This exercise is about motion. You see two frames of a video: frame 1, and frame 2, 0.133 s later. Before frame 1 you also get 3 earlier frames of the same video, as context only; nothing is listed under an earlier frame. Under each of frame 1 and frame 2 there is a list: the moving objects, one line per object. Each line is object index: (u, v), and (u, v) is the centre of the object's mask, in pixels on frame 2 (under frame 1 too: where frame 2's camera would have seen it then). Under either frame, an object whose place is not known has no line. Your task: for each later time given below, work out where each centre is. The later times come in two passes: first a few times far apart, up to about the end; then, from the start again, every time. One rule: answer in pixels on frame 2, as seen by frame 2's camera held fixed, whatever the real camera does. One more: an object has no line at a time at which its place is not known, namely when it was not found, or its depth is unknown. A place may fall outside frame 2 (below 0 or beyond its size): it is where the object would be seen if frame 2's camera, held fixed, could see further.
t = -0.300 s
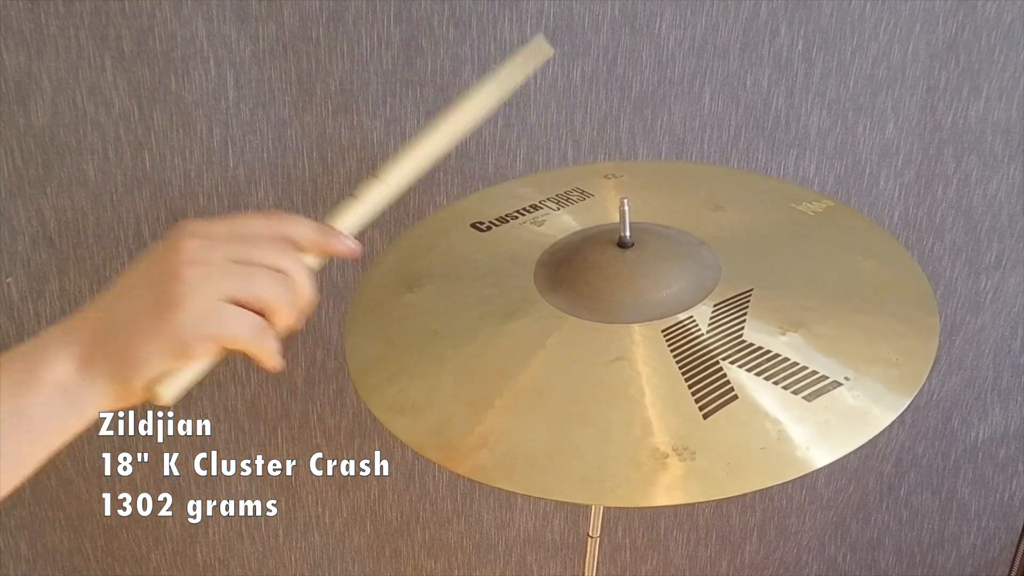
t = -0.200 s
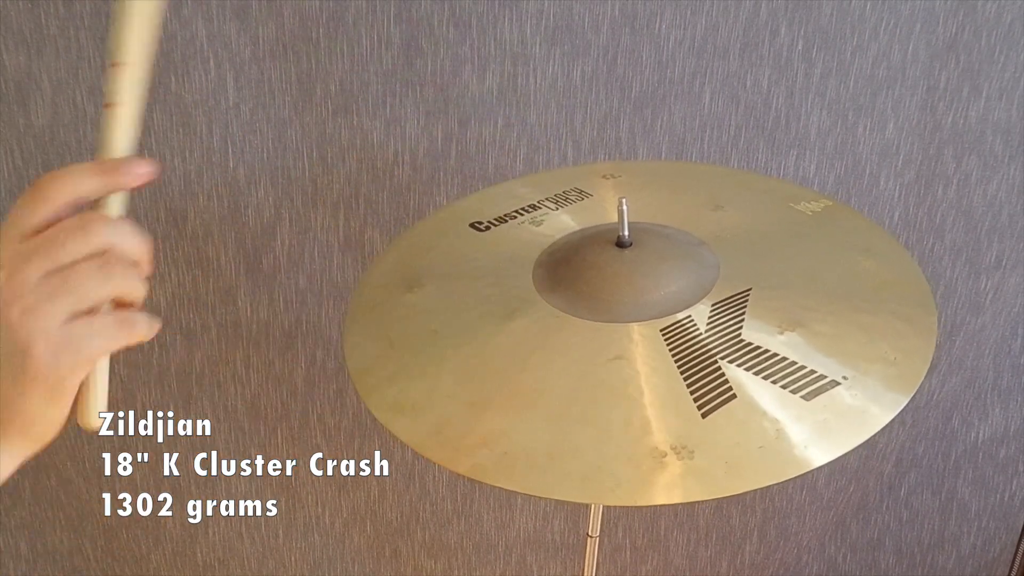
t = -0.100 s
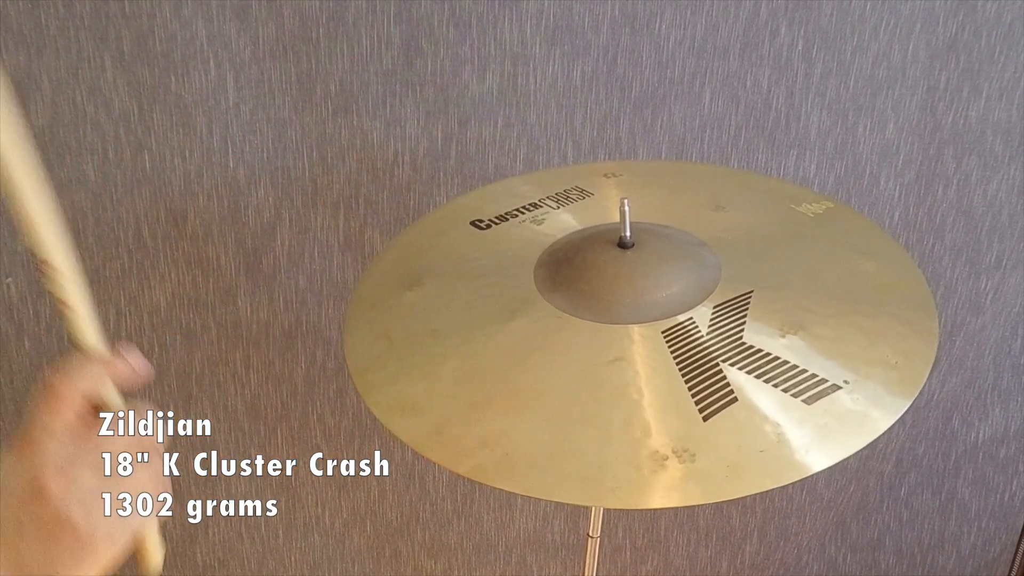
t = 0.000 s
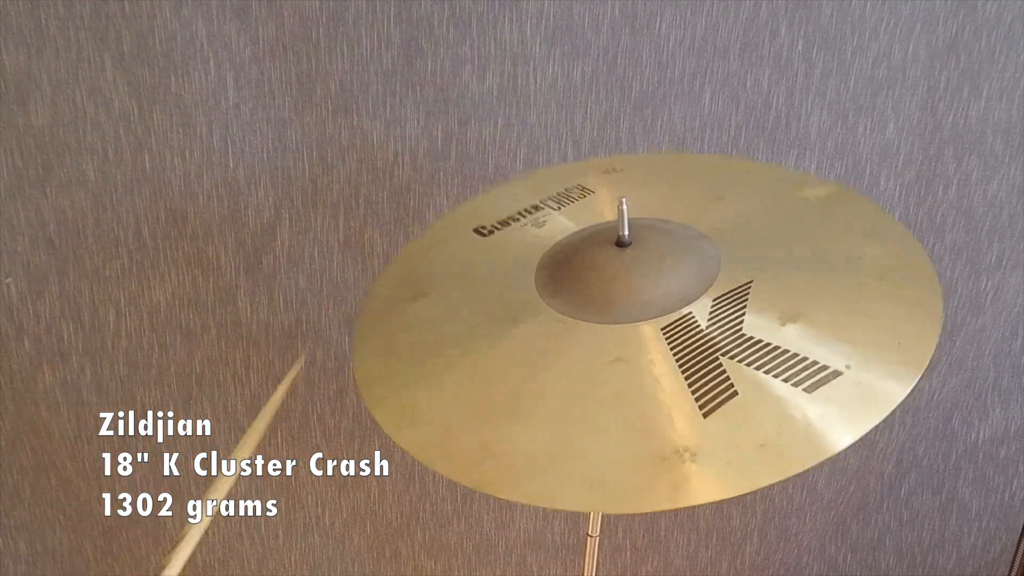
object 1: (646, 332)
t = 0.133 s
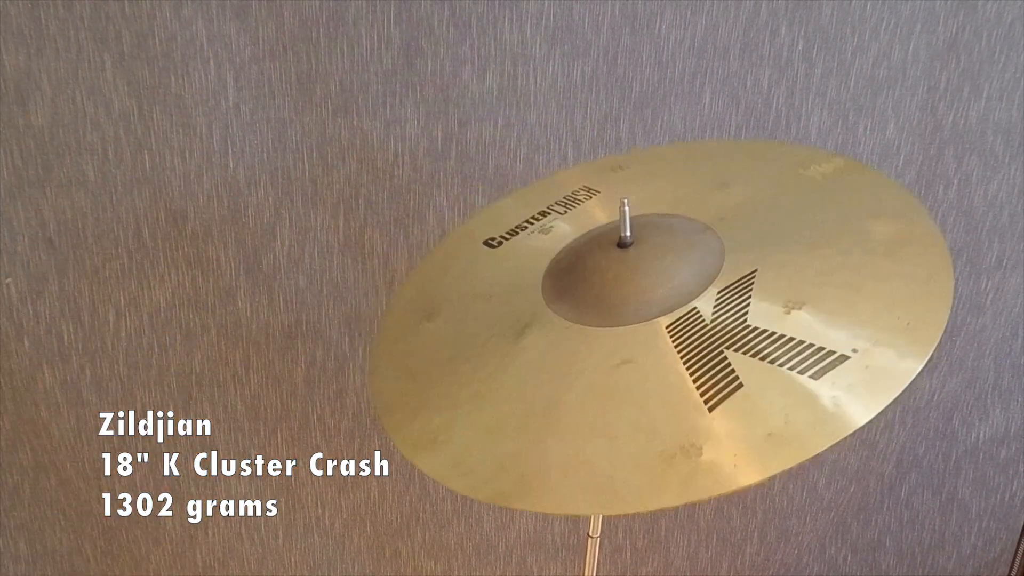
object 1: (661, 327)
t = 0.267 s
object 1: (647, 333)
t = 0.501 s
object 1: (620, 332)
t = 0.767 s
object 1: (643, 335)
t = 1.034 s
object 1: (640, 337)
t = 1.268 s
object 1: (631, 336)
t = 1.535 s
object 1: (641, 335)
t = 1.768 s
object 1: (637, 337)
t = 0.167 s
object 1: (659, 328)
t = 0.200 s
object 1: (657, 330)
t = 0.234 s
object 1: (652, 331)
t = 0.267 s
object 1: (647, 333)
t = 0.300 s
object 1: (641, 333)
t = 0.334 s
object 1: (636, 334)
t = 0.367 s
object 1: (632, 335)
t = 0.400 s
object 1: (628, 335)
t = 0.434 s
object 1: (624, 334)
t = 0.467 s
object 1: (621, 333)
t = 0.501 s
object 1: (620, 332)
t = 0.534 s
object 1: (620, 333)
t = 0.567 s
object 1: (622, 335)
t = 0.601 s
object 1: (626, 336)
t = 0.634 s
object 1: (630, 336)
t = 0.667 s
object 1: (633, 336)
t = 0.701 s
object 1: (636, 335)
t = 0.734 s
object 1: (640, 335)
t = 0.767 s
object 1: (643, 335)
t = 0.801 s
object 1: (647, 335)
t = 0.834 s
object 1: (649, 335)
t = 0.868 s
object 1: (650, 334)
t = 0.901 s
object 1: (649, 333)
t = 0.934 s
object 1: (647, 334)
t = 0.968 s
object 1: (644, 335)
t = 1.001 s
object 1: (642, 336)
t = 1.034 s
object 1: (640, 337)
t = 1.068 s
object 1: (637, 337)
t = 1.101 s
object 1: (635, 336)
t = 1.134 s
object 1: (632, 336)
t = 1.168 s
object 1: (631, 336)
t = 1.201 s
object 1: (630, 337)
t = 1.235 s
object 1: (631, 337)
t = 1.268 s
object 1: (631, 336)
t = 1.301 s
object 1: (631, 336)
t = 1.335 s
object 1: (633, 336)
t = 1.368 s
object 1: (634, 337)
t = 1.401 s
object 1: (636, 337)
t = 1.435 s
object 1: (639, 337)
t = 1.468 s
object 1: (640, 336)
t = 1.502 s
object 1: (641, 335)
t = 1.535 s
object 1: (641, 335)
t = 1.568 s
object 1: (641, 336)
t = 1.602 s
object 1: (641, 336)
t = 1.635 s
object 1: (641, 336)
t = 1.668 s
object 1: (641, 335)
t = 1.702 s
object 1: (639, 336)
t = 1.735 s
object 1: (638, 336)
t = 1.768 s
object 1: (637, 337)
